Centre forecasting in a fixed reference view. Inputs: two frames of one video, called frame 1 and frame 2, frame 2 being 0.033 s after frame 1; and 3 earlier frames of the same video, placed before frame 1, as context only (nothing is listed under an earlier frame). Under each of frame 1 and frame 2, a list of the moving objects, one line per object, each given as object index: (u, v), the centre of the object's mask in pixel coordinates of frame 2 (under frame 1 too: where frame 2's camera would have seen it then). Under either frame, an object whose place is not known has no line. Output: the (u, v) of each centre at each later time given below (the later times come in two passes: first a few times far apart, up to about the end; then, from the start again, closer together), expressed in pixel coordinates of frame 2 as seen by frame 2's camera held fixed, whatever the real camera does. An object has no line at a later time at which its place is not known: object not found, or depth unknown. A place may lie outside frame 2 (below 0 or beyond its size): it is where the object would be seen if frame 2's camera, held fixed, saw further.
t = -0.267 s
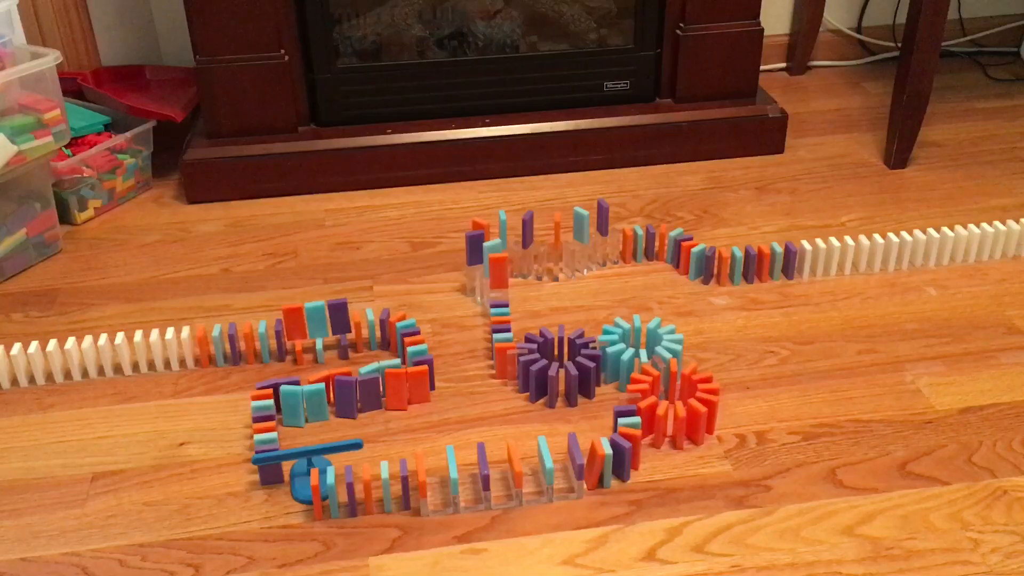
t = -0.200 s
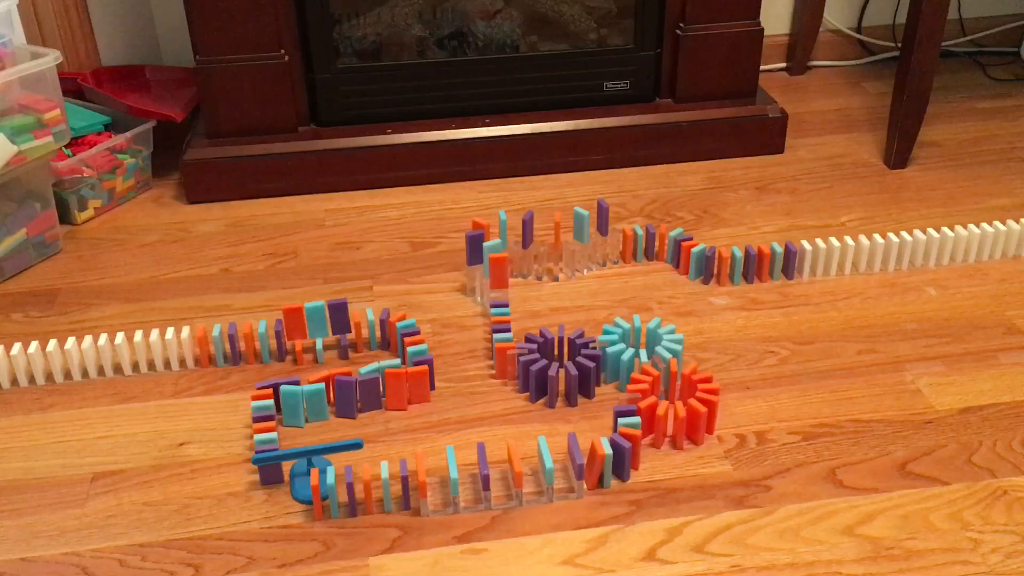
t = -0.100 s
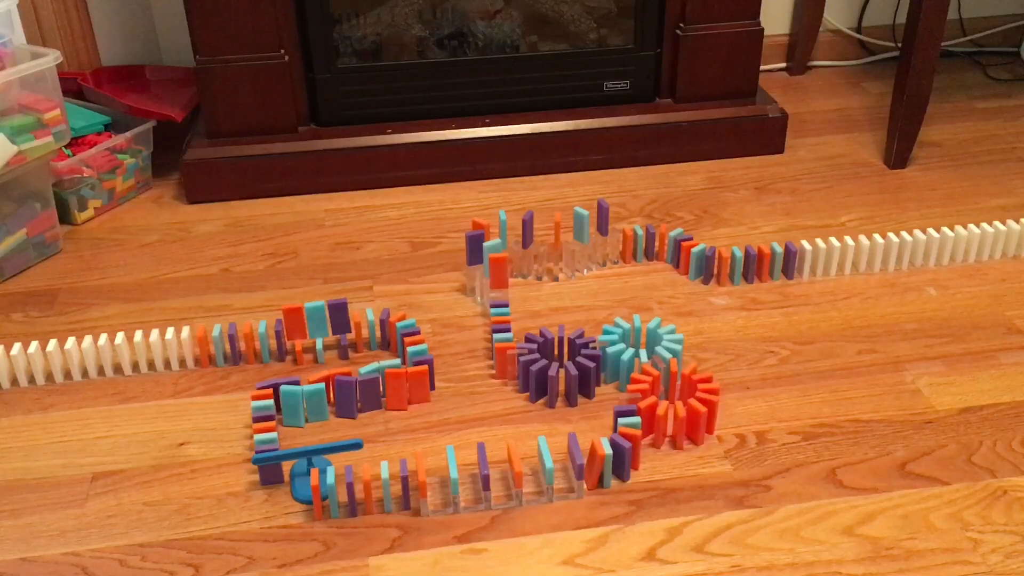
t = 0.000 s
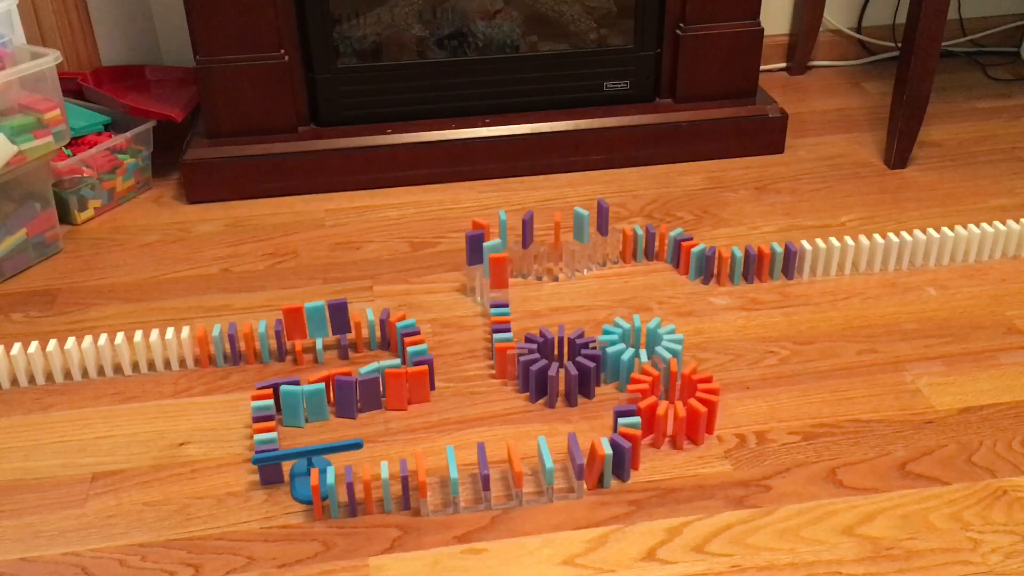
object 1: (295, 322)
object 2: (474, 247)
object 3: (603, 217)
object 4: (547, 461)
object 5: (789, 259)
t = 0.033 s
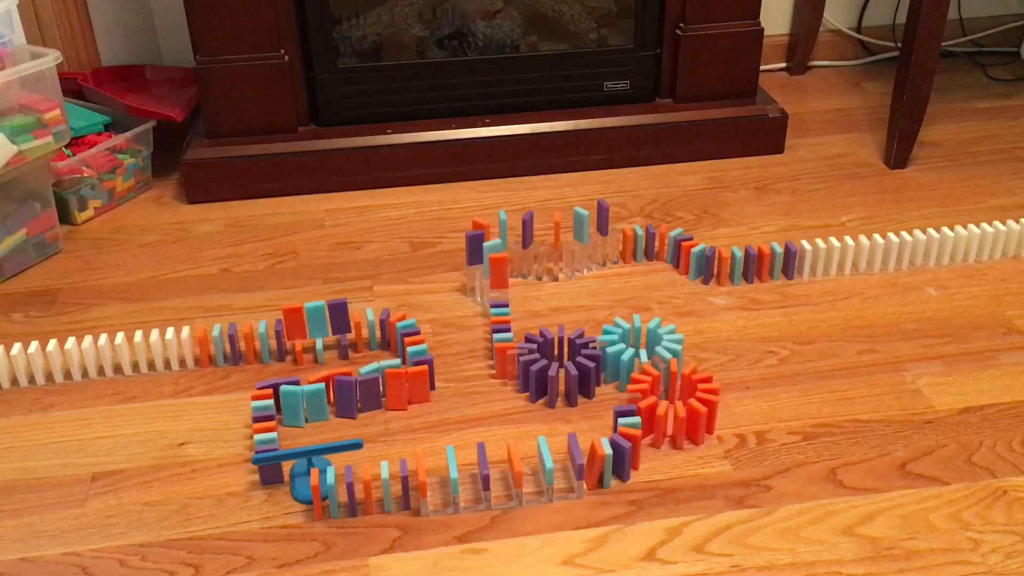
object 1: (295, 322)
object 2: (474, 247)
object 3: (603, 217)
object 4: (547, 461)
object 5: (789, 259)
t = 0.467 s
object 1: (295, 322)
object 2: (474, 247)
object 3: (603, 217)
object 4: (547, 461)
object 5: (789, 259)
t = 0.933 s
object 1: (300, 322)
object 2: (474, 247)
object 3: (603, 217)
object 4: (547, 461)
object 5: (789, 259)
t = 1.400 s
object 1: (329, 331)
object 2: (474, 247)
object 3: (603, 217)
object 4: (547, 461)
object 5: (789, 259)
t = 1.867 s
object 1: (329, 332)
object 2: (474, 247)
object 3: (603, 217)
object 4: (547, 461)
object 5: (789, 259)
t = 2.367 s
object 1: (329, 332)
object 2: (474, 247)
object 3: (603, 217)
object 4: (547, 461)
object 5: (789, 259)
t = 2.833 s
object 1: (330, 331)
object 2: (474, 247)
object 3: (603, 217)
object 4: (548, 461)
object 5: (789, 259)
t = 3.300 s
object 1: (330, 331)
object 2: (474, 247)
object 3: (603, 217)
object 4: (563, 477)
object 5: (789, 259)
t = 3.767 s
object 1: (330, 332)
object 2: (474, 247)
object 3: (603, 217)
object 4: (563, 477)
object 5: (789, 259)
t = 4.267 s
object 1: (329, 331)
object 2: (474, 247)
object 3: (603, 217)
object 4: (563, 477)
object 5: (789, 259)
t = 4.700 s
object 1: (329, 331)
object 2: (468, 289)
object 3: (599, 246)
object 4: (563, 477)
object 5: (789, 259)
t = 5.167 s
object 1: (329, 331)
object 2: (466, 291)
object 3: (598, 249)
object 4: (563, 477)
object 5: (803, 267)
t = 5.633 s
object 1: (329, 331)
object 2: (466, 290)
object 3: (599, 249)
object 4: (563, 477)
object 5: (803, 267)
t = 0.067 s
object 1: (295, 322)
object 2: (474, 247)
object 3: (603, 217)
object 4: (547, 461)
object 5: (789, 259)
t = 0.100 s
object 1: (295, 322)
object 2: (474, 247)
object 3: (603, 217)
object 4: (547, 461)
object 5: (789, 259)
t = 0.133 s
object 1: (295, 322)
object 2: (474, 247)
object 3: (603, 217)
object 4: (547, 461)
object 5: (789, 259)
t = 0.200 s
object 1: (295, 322)
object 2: (474, 247)
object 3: (603, 217)
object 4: (547, 461)
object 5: (789, 259)
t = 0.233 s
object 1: (295, 322)
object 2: (474, 247)
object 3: (603, 217)
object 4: (547, 461)
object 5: (789, 259)
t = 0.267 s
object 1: (295, 322)
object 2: (474, 247)
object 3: (603, 217)
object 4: (547, 461)
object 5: (789, 259)
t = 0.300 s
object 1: (295, 322)
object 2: (474, 247)
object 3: (603, 217)
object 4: (547, 461)
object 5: (789, 259)
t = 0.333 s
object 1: (295, 322)
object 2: (474, 247)
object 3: (603, 217)
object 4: (547, 461)
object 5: (789, 259)
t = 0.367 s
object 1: (295, 322)
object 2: (474, 247)
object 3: (603, 217)
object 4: (547, 461)
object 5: (789, 259)
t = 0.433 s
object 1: (295, 322)
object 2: (474, 247)
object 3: (603, 217)
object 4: (547, 461)
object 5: (789, 259)
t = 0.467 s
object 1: (295, 322)
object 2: (474, 247)
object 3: (603, 217)
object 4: (547, 461)
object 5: (789, 259)
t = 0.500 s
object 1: (295, 322)
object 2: (474, 247)
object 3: (603, 217)
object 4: (547, 461)
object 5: (789, 259)
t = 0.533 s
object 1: (295, 322)
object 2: (474, 247)
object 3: (603, 217)
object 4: (547, 461)
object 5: (789, 259)
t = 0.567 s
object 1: (295, 322)
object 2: (474, 247)
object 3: (603, 217)
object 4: (547, 461)
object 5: (789, 259)
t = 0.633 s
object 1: (295, 322)
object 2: (474, 247)
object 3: (603, 217)
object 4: (547, 461)
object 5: (789, 259)
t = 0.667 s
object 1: (295, 322)
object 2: (474, 247)
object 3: (603, 217)
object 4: (547, 462)
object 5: (789, 259)
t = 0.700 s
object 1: (295, 322)
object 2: (474, 247)
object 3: (603, 217)
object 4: (547, 462)
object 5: (789, 259)
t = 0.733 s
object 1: (295, 322)
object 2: (474, 247)
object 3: (603, 217)
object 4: (547, 462)
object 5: (789, 259)
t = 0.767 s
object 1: (295, 322)
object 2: (474, 247)
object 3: (603, 217)
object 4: (547, 462)
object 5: (789, 259)
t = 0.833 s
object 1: (295, 322)
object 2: (474, 247)
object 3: (603, 217)
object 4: (547, 461)
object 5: (789, 259)
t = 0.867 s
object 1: (295, 322)
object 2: (474, 247)
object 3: (603, 217)
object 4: (547, 461)
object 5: (789, 259)
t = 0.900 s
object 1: (295, 322)
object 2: (474, 247)
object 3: (603, 217)
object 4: (547, 461)
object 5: (789, 259)
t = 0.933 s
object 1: (300, 322)
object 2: (474, 247)
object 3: (603, 217)
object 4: (547, 461)
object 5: (789, 259)
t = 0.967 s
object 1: (306, 322)
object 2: (474, 247)
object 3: (603, 217)
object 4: (547, 461)
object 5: (789, 259)
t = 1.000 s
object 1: (313, 322)
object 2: (474, 247)
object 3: (603, 217)
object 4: (547, 461)
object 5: (789, 259)
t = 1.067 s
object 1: (324, 326)
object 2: (474, 247)
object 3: (603, 217)
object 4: (547, 461)
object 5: (789, 259)
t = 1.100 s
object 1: (325, 328)
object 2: (474, 247)
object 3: (603, 217)
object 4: (547, 461)
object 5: (789, 259)
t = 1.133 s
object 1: (326, 329)
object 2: (474, 247)
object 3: (603, 217)
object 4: (547, 461)
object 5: (789, 259)
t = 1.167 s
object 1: (328, 330)
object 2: (474, 247)
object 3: (603, 217)
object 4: (547, 461)
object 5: (789, 259)
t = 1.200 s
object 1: (329, 331)
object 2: (474, 247)
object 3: (603, 217)
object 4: (547, 461)
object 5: (789, 259)
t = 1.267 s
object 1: (329, 331)
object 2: (474, 247)
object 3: (603, 217)
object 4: (547, 461)
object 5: (789, 259)
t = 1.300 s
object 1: (330, 331)
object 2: (474, 247)
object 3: (603, 217)
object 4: (547, 461)
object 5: (789, 259)
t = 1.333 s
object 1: (329, 331)
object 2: (474, 247)
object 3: (603, 217)
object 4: (547, 461)
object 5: (789, 259)
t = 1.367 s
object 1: (329, 331)
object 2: (474, 247)
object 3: (603, 217)
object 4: (547, 461)
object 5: (789, 259)
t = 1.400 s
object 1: (329, 331)
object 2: (474, 247)
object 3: (603, 217)
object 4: (547, 461)
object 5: (789, 259)
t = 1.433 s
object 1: (330, 331)
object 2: (474, 247)
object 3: (603, 217)
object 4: (547, 461)
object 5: (789, 259)
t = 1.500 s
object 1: (329, 331)
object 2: (474, 247)
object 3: (603, 217)
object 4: (547, 461)
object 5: (789, 259)
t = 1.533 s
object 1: (329, 332)
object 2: (474, 247)
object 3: (603, 217)
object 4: (547, 461)
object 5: (789, 259)
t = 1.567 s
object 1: (329, 332)
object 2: (474, 247)
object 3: (603, 217)
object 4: (547, 461)
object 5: (789, 259)
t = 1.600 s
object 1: (329, 332)
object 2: (474, 247)
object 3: (603, 217)
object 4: (547, 461)
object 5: (789, 259)
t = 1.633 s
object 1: (329, 332)
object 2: (474, 247)
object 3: (603, 217)
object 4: (547, 461)
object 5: (789, 259)
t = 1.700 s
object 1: (329, 332)
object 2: (474, 247)
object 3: (603, 217)
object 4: (547, 461)
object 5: (789, 259)
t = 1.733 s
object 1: (329, 332)
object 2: (474, 247)
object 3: (603, 217)
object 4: (547, 461)
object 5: (789, 259)
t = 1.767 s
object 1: (329, 332)
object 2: (474, 247)
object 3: (603, 217)
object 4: (547, 461)
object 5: (789, 259)
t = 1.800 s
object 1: (329, 332)
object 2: (474, 247)
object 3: (603, 217)
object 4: (547, 461)
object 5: (789, 259)
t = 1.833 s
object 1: (329, 332)
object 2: (474, 247)
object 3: (603, 217)
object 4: (547, 461)
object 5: (789, 259)
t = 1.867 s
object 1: (329, 332)
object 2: (474, 247)
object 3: (603, 217)
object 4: (547, 461)
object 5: (789, 259)
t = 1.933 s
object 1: (329, 332)
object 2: (474, 247)
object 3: (603, 217)
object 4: (547, 461)
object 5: (789, 259)
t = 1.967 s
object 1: (329, 332)
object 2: (474, 247)
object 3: (603, 217)
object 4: (547, 461)
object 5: (789, 259)
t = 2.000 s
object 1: (329, 332)
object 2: (474, 247)
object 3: (603, 217)
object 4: (547, 461)
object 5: (789, 259)
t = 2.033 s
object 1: (329, 332)
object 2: (474, 247)
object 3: (603, 217)
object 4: (547, 461)
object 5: (789, 259)
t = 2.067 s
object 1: (329, 332)
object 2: (474, 247)
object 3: (603, 217)
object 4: (547, 461)
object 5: (789, 259)
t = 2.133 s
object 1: (329, 332)
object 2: (474, 247)
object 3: (603, 217)
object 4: (547, 461)
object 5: (789, 259)
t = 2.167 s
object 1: (329, 332)
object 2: (474, 247)
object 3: (603, 217)
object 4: (547, 461)
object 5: (789, 259)
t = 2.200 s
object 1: (329, 332)
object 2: (474, 247)
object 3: (603, 217)
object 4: (547, 461)
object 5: (789, 259)
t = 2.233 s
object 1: (329, 332)
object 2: (474, 247)
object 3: (603, 217)
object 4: (547, 461)
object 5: (789, 259)
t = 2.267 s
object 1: (329, 332)
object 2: (474, 247)
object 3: (603, 217)
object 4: (547, 461)
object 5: (789, 259)
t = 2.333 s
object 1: (329, 332)
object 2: (474, 247)
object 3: (603, 217)
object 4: (547, 461)
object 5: (789, 259)
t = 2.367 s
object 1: (329, 332)
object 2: (474, 247)
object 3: (603, 217)
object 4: (547, 461)
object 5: (789, 259)
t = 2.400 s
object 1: (329, 332)
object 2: (474, 247)
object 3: (603, 217)
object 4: (547, 461)
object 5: (789, 259)
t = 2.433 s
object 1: (329, 332)
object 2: (474, 247)
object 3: (603, 217)
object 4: (547, 461)
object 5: (789, 259)
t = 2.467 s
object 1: (329, 332)
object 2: (474, 247)
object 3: (603, 217)
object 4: (547, 461)
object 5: (789, 259)
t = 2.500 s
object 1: (329, 332)
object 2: (474, 247)
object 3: (603, 217)
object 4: (547, 461)
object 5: (789, 259)
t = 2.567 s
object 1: (330, 332)
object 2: (474, 247)
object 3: (603, 217)
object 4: (547, 461)
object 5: (789, 259)
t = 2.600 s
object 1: (330, 332)
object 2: (474, 247)
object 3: (603, 217)
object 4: (547, 461)
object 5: (789, 259)
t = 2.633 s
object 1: (330, 332)
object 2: (474, 247)
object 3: (603, 217)
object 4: (547, 461)
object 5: (789, 259)
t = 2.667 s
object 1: (330, 332)
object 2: (474, 247)
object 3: (603, 217)
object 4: (547, 461)
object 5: (789, 259)
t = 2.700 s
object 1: (330, 332)
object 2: (474, 247)
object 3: (603, 217)
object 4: (547, 461)
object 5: (789, 259)
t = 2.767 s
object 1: (330, 331)
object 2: (474, 247)
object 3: (603, 217)
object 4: (547, 461)
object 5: (789, 259)
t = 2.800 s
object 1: (330, 332)
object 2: (474, 247)
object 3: (603, 217)
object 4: (547, 461)
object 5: (789, 259)
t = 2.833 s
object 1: (330, 331)
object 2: (474, 247)
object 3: (603, 217)
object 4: (548, 461)
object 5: (789, 259)
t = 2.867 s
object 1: (330, 331)
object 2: (474, 247)
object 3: (603, 217)
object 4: (547, 461)
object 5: (789, 259)
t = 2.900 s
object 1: (330, 332)
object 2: (474, 247)
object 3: (603, 217)
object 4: (548, 461)
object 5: (789, 259)
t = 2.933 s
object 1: (330, 332)
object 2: (474, 247)
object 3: (603, 217)
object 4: (548, 461)
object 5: (789, 259)
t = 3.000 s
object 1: (330, 332)
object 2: (474, 247)
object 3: (603, 217)
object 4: (548, 461)
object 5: (789, 259)
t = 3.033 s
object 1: (330, 332)
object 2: (474, 247)
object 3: (603, 217)
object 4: (549, 461)
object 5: (789, 259)
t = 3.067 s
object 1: (330, 332)
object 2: (474, 247)
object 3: (603, 217)
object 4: (553, 460)
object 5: (789, 259)
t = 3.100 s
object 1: (330, 332)
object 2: (474, 247)
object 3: (603, 217)
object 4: (559, 461)
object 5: (789, 259)
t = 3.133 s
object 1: (330, 332)
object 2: (474, 247)
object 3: (603, 217)
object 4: (563, 468)
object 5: (789, 259)
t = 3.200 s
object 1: (330, 331)
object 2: (474, 247)
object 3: (603, 217)
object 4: (563, 473)
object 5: (789, 259)
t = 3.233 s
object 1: (330, 331)
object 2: (474, 247)
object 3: (603, 217)
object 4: (563, 476)
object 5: (789, 259)
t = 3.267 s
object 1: (330, 331)
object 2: (474, 247)
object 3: (603, 217)
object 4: (563, 477)
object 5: (789, 259)
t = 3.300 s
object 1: (330, 331)
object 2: (474, 247)
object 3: (603, 217)
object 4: (563, 477)
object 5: (789, 259)
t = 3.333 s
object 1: (330, 331)
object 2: (474, 247)
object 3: (603, 217)
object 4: (563, 477)
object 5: (789, 259)
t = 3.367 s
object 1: (330, 332)
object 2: (474, 247)
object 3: (603, 217)
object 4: (563, 477)
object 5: (789, 259)
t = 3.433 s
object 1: (330, 331)
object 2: (474, 247)
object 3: (603, 217)
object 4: (563, 477)
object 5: (789, 259)
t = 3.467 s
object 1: (330, 331)
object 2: (474, 247)
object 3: (603, 217)
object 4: (563, 477)
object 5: (789, 259)
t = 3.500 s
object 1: (330, 331)
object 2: (474, 247)
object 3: (603, 217)
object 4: (563, 477)
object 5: (789, 259)
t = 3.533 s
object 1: (330, 332)
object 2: (474, 247)
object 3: (603, 217)
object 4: (562, 477)
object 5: (789, 259)
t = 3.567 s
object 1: (330, 332)
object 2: (474, 247)
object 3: (603, 217)
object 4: (562, 477)
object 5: (789, 259)
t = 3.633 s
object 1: (330, 332)
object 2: (474, 247)
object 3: (603, 217)
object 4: (563, 477)
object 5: (789, 259)
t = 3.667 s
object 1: (330, 331)
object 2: (474, 247)
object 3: (603, 217)
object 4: (563, 477)
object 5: (789, 259)
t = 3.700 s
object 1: (329, 332)
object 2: (474, 247)
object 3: (603, 217)
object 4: (563, 477)
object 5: (789, 259)
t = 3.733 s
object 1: (330, 332)
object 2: (474, 247)
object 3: (603, 217)
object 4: (563, 477)
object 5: (789, 259)
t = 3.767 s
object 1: (330, 332)
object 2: (474, 247)
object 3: (603, 217)
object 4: (563, 477)
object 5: (789, 259)
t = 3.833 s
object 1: (330, 332)
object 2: (474, 247)
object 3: (603, 217)
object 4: (563, 477)
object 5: (789, 259)
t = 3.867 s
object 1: (330, 332)
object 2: (474, 247)
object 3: (603, 217)
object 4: (563, 477)
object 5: (789, 259)
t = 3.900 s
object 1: (330, 332)
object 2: (474, 247)
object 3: (603, 217)
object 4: (563, 477)
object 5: (789, 259)
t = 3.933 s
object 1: (330, 332)
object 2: (474, 247)
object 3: (603, 217)
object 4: (563, 477)
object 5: (789, 259)
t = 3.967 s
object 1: (330, 332)
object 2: (474, 247)
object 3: (603, 217)
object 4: (563, 477)
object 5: (789, 259)
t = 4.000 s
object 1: (330, 332)
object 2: (474, 247)
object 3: (603, 217)
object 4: (563, 477)
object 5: (789, 259)
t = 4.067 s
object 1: (330, 332)
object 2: (474, 247)
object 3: (603, 217)
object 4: (563, 477)
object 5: (789, 259)
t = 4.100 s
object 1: (330, 331)
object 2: (474, 247)
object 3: (603, 217)
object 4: (563, 477)
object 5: (789, 259)
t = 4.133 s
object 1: (330, 331)
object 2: (474, 247)
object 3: (603, 217)
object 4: (563, 477)
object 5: (789, 259)
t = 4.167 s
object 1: (329, 331)
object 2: (474, 247)
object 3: (603, 217)
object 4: (563, 477)
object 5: (789, 259)
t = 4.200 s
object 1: (330, 331)
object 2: (474, 247)
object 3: (603, 217)
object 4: (563, 477)
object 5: (789, 259)
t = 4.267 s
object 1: (329, 331)
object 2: (474, 247)
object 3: (603, 217)
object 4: (563, 477)
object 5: (789, 259)
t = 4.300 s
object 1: (329, 331)
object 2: (474, 247)
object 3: (603, 217)
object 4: (563, 477)
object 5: (789, 259)
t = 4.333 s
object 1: (330, 331)
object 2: (474, 255)
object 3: (603, 217)
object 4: (563, 477)
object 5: (789, 259)
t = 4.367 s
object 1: (330, 331)
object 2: (474, 261)
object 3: (603, 217)
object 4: (563, 477)
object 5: (789, 259)
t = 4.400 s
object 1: (330, 331)
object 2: (477, 271)
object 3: (603, 217)
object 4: (563, 477)
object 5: (789, 259)
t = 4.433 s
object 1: (330, 331)
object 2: (476, 279)
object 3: (603, 217)
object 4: (563, 477)
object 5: (789, 259)
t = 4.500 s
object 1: (329, 331)
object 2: (472, 284)
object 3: (603, 217)
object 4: (563, 477)
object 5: (789, 259)
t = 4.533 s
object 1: (329, 331)
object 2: (471, 285)
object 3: (603, 217)
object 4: (563, 477)
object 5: (789, 259)
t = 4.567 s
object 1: (329, 331)
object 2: (470, 286)
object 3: (603, 217)
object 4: (563, 477)
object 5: (789, 259)
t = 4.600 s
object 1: (330, 331)
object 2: (469, 286)
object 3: (604, 223)
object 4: (563, 477)
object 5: (789, 259)
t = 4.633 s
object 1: (330, 331)
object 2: (469, 288)
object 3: (603, 231)
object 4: (563, 477)
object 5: (789, 259)
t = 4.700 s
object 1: (329, 331)
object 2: (468, 289)
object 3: (599, 246)
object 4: (563, 477)
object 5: (789, 259)
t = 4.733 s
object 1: (329, 331)
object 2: (467, 290)
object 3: (599, 246)
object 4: (563, 477)
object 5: (789, 259)
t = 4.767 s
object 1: (329, 331)
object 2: (467, 290)
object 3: (599, 247)
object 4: (563, 477)
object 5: (789, 259)
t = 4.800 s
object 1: (329, 331)
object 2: (467, 290)
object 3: (598, 248)
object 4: (563, 477)
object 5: (789, 259)
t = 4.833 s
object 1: (329, 331)
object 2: (467, 290)
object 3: (598, 249)
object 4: (563, 477)
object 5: (789, 259)
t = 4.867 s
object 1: (329, 331)
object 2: (467, 290)
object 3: (598, 249)
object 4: (563, 477)
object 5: (789, 259)
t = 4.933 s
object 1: (329, 331)
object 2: (466, 290)
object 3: (599, 250)
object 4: (563, 477)
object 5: (799, 264)
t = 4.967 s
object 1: (329, 331)
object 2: (466, 290)
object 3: (598, 249)
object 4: (563, 477)
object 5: (801, 266)
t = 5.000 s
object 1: (329, 331)
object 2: (467, 290)
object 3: (599, 250)
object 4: (563, 477)
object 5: (803, 267)
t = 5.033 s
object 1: (329, 331)
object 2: (467, 290)
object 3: (598, 249)
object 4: (563, 477)
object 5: (804, 267)
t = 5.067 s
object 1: (329, 331)
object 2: (466, 290)
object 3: (598, 249)
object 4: (563, 477)
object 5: (804, 267)
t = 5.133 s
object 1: (329, 331)
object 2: (466, 291)
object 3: (598, 249)
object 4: (563, 477)
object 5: (803, 267)
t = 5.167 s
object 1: (329, 331)
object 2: (466, 291)
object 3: (598, 249)
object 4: (563, 477)
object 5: (803, 267)
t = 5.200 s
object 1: (330, 331)
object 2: (466, 290)
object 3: (598, 250)
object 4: (563, 477)
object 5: (803, 267)
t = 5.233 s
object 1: (330, 331)
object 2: (466, 290)
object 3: (598, 250)
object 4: (563, 477)
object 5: (803, 267)
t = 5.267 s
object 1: (330, 331)
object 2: (466, 290)
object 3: (598, 249)
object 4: (563, 477)
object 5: (803, 267)
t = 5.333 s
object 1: (330, 331)
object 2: (466, 290)
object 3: (599, 250)
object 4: (563, 477)
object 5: (803, 267)
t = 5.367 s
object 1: (330, 331)
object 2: (466, 290)
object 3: (599, 250)
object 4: (563, 477)
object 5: (803, 267)
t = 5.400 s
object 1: (329, 331)
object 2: (466, 290)
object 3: (599, 250)
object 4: (563, 477)
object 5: (803, 267)
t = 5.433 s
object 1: (329, 331)
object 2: (466, 290)
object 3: (599, 250)
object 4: (563, 477)
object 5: (803, 267)
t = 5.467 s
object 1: (330, 331)
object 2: (466, 290)
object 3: (599, 249)
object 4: (563, 477)
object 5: (803, 267)
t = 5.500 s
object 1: (329, 331)
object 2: (466, 290)
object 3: (599, 249)
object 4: (563, 477)
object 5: (803, 267)
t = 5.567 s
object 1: (329, 331)
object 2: (466, 290)
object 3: (599, 249)
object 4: (563, 477)
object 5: (803, 267)
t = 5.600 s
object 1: (329, 331)
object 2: (466, 290)
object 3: (599, 250)
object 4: (563, 477)
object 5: (803, 267)
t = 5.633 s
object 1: (329, 331)
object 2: (466, 290)
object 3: (599, 249)
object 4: (563, 477)
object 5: (803, 267)
